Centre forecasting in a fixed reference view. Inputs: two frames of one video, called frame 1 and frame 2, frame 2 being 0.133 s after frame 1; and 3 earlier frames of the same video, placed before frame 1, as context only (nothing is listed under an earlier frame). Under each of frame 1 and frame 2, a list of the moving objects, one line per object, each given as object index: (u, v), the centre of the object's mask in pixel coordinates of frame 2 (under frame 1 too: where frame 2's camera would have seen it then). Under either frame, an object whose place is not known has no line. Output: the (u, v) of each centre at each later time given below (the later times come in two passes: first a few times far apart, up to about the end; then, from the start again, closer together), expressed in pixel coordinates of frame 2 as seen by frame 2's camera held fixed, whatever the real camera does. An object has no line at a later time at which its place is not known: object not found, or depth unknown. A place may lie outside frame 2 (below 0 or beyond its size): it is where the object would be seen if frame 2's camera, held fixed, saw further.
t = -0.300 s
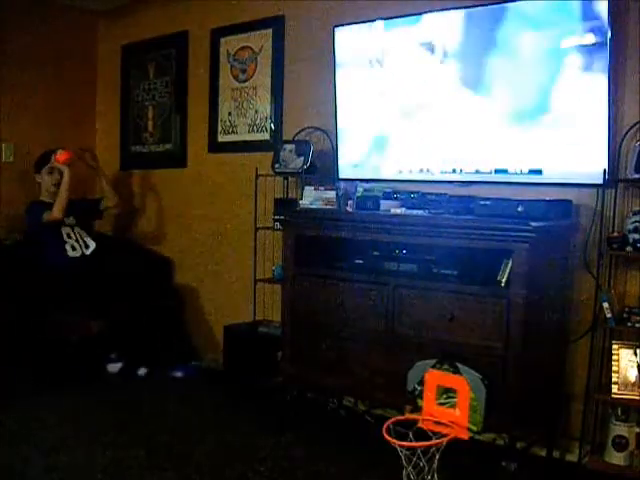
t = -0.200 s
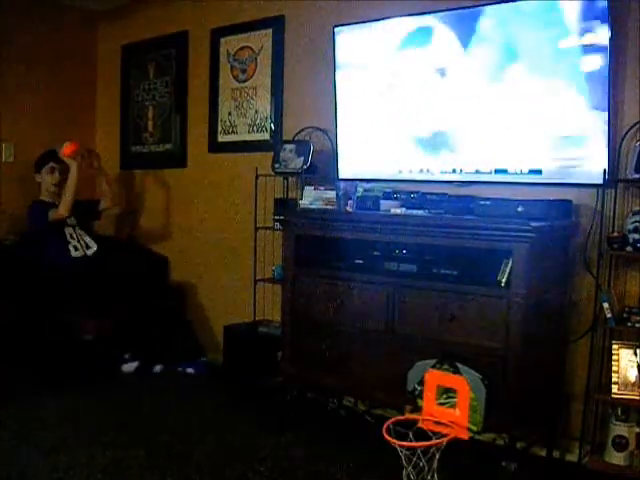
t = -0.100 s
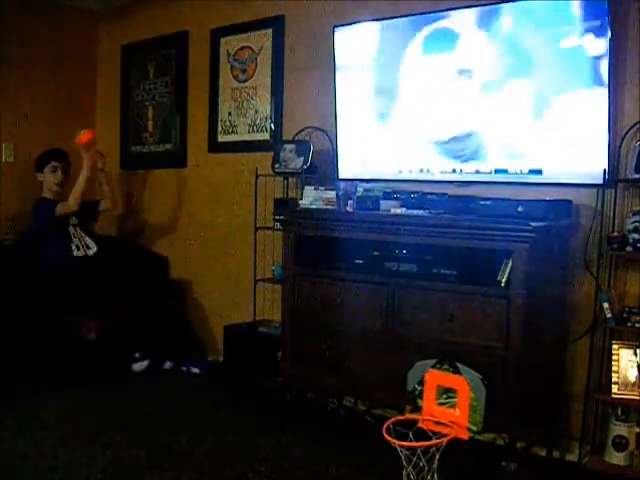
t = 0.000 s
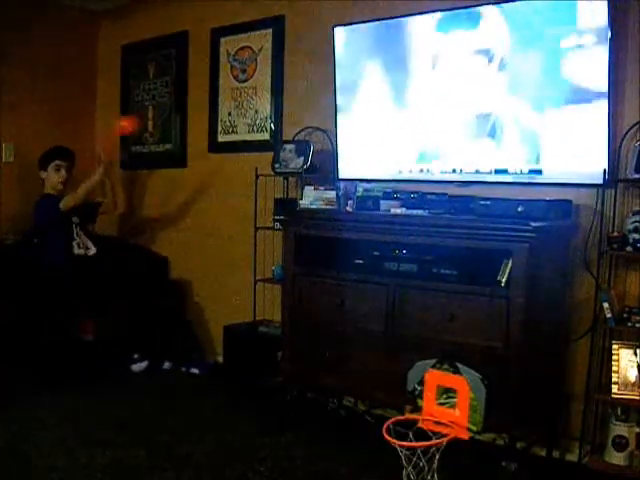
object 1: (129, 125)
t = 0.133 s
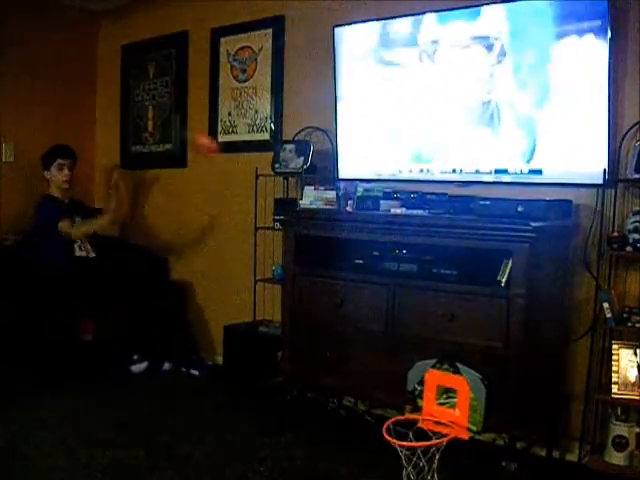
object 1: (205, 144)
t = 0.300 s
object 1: (313, 237)
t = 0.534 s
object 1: (437, 464)
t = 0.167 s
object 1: (223, 156)
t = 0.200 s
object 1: (244, 173)
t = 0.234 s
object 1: (268, 188)
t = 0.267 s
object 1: (292, 214)
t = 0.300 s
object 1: (313, 237)
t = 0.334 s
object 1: (342, 270)
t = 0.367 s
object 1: (371, 304)
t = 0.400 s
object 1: (399, 341)
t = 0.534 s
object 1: (437, 464)
